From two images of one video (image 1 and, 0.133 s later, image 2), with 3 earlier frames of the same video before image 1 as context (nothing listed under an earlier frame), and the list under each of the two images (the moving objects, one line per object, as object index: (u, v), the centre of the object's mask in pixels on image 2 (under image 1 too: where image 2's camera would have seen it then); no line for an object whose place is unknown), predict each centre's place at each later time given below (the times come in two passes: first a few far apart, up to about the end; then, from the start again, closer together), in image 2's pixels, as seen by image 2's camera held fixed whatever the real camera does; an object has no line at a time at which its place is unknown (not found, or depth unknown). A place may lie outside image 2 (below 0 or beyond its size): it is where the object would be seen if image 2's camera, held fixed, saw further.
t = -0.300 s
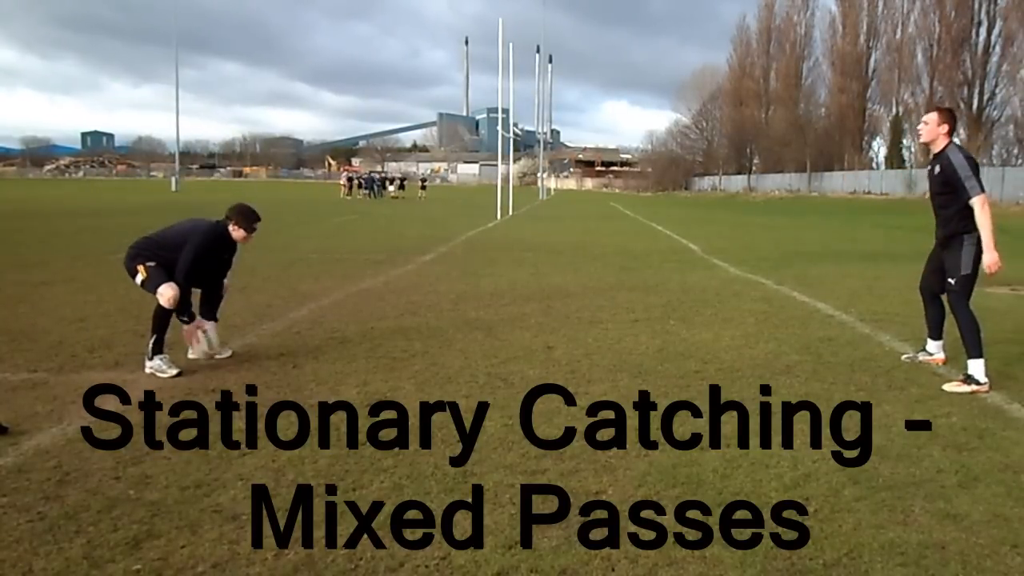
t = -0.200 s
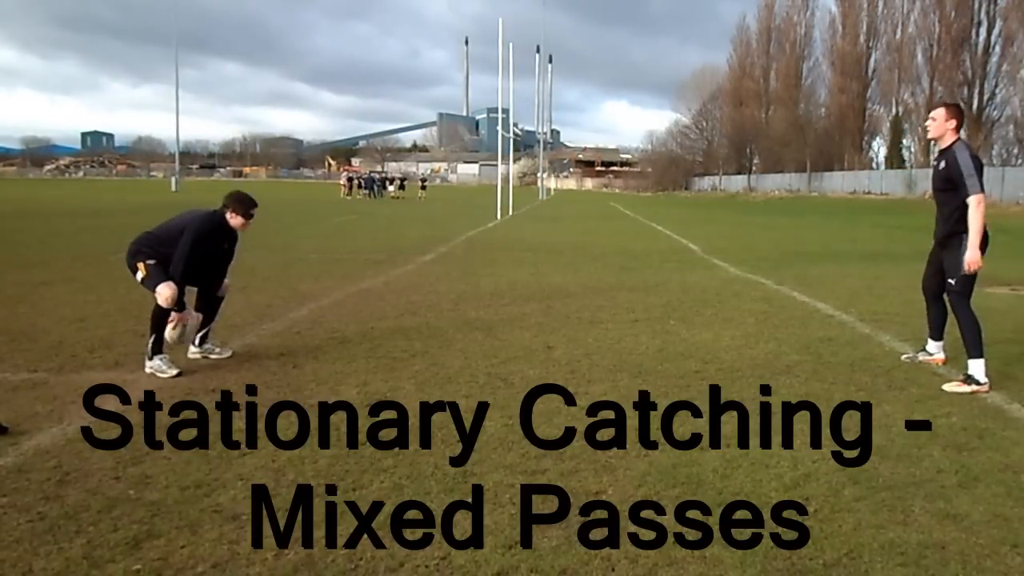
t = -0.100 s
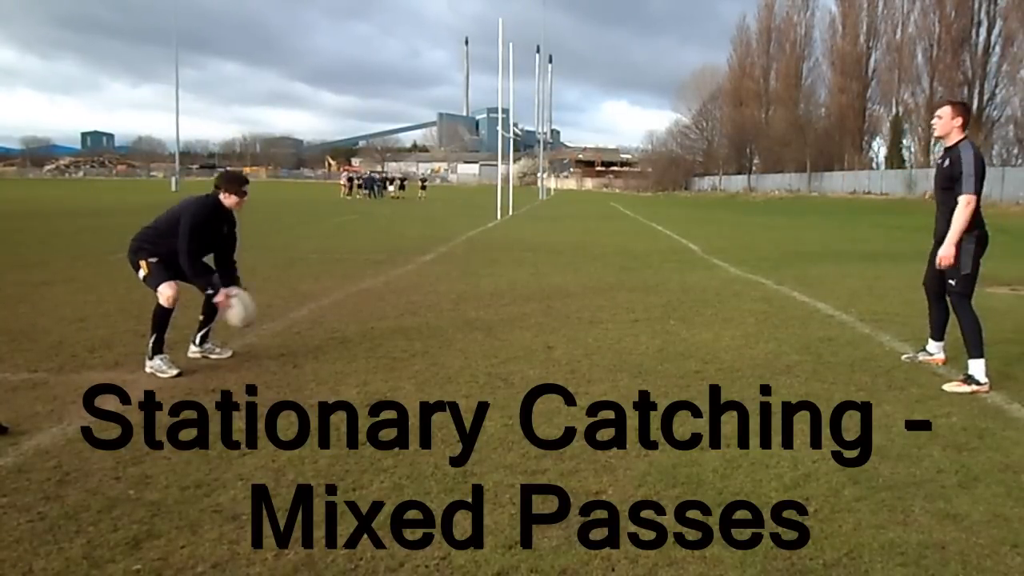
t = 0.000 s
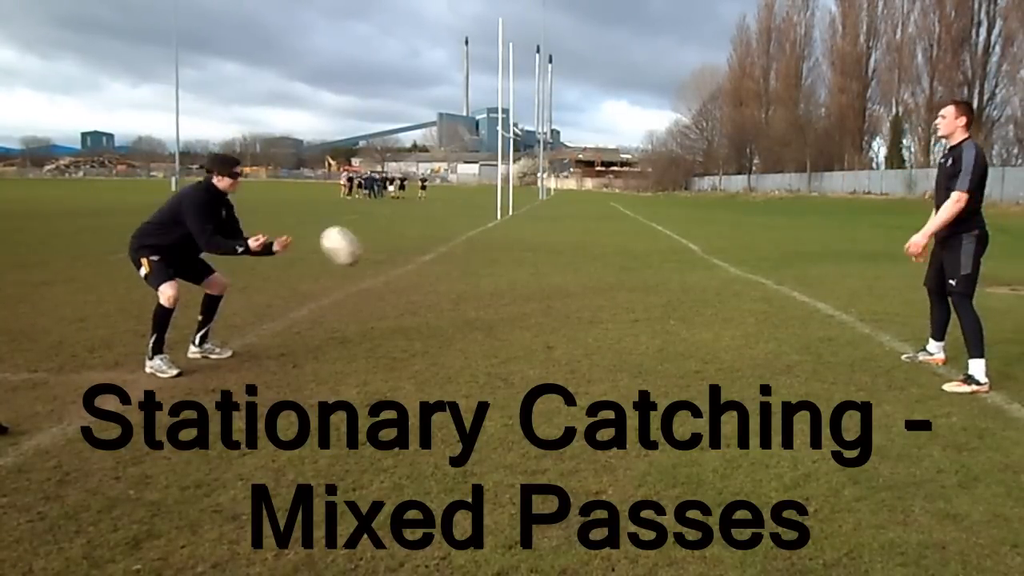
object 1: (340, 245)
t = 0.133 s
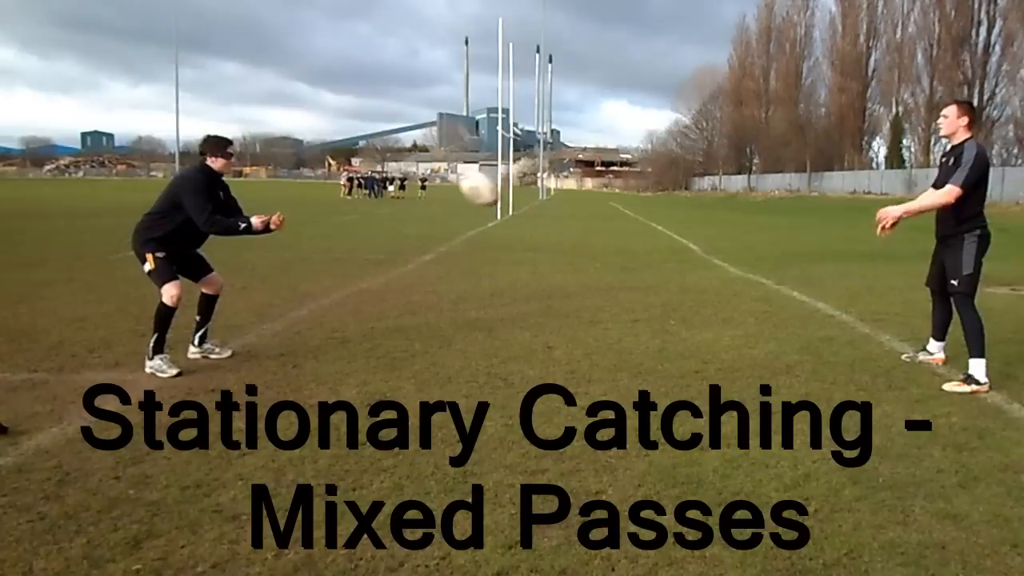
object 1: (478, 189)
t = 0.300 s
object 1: (653, 157)
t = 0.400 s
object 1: (755, 162)
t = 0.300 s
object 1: (653, 157)
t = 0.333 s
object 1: (686, 157)
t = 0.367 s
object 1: (720, 159)
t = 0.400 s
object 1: (755, 162)
